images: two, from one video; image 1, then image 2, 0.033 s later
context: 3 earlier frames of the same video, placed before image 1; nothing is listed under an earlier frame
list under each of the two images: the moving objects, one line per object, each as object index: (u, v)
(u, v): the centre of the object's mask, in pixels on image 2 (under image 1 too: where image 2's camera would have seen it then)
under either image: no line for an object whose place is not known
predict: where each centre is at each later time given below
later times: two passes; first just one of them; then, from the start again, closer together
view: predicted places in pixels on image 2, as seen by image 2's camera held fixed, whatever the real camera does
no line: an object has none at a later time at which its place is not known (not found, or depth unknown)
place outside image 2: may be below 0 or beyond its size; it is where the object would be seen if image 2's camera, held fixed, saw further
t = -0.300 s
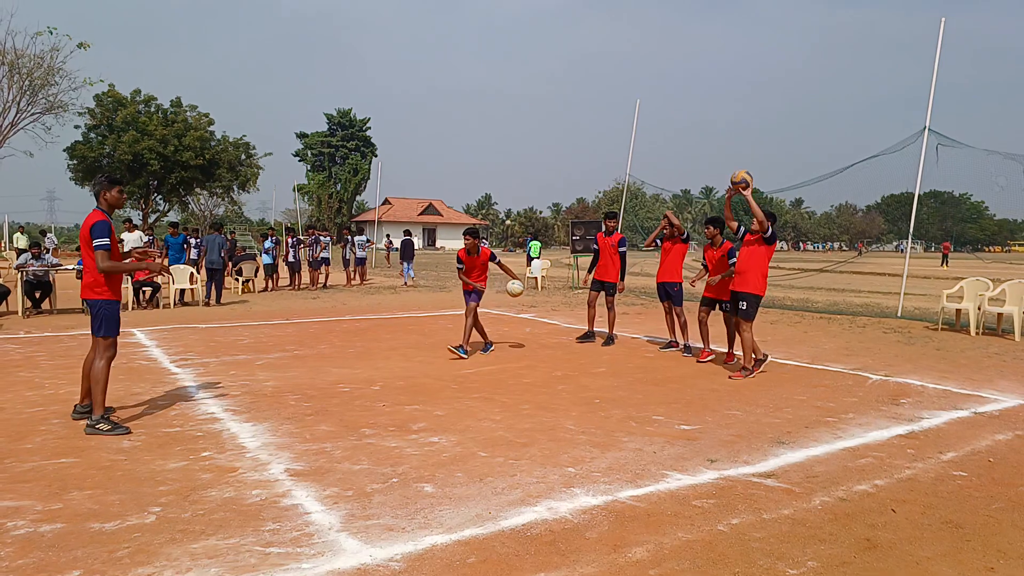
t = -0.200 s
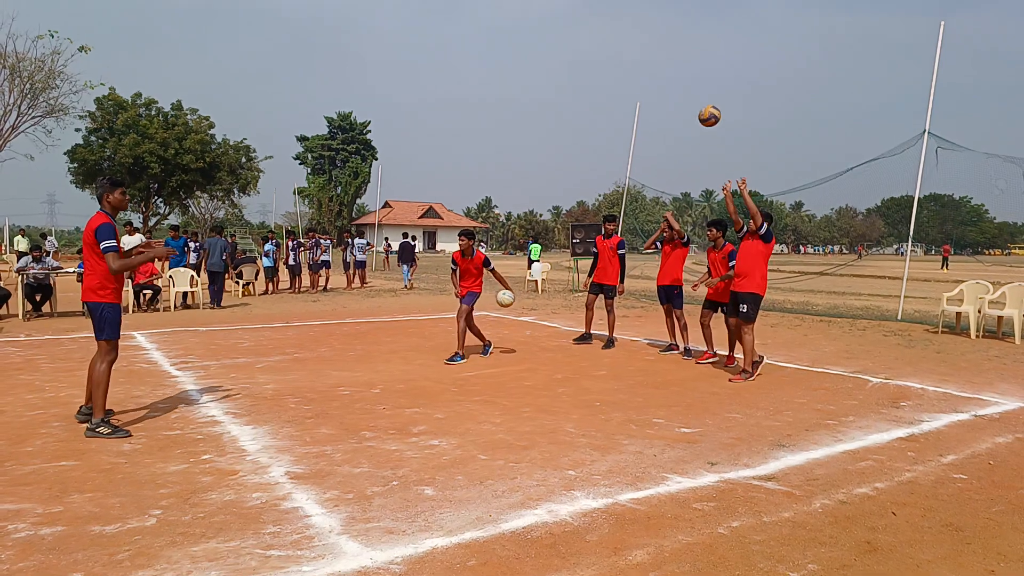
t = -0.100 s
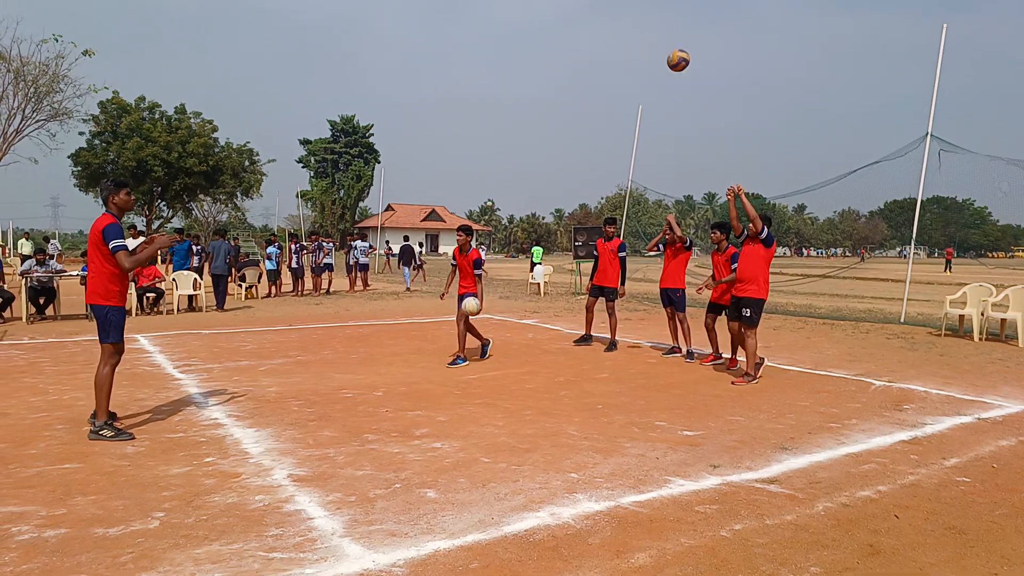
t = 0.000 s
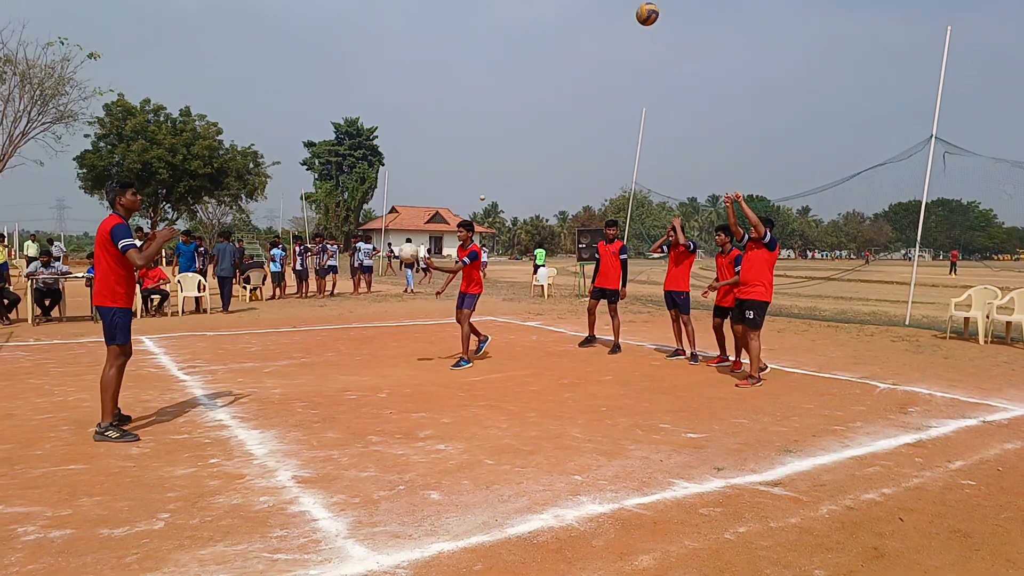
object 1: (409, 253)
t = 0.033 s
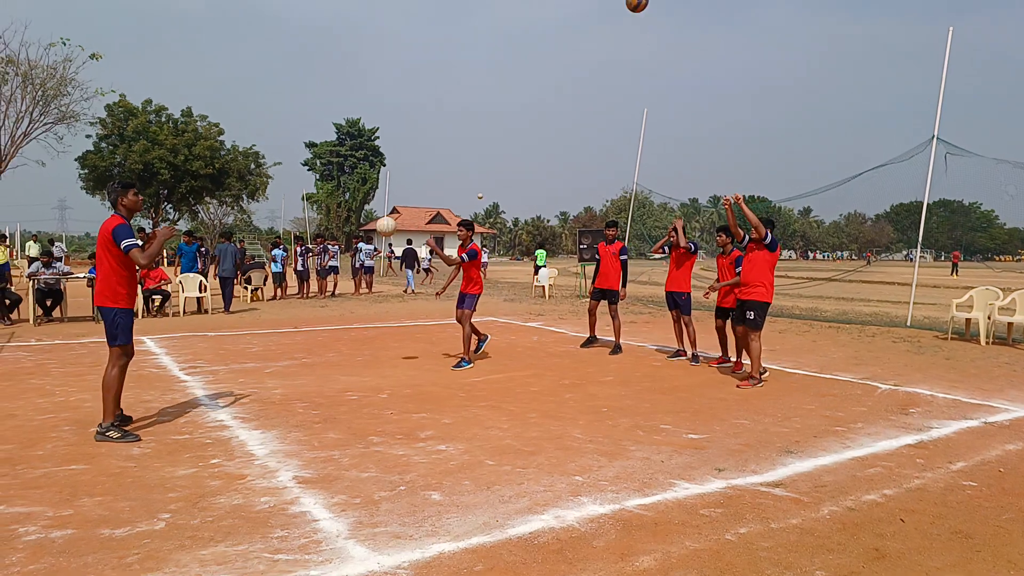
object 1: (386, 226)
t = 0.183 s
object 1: (275, 111)
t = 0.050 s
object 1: (374, 213)
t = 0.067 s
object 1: (362, 200)
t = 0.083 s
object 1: (350, 188)
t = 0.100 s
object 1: (338, 174)
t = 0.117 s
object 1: (326, 162)
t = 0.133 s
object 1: (313, 148)
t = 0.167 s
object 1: (288, 123)
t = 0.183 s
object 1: (275, 111)
